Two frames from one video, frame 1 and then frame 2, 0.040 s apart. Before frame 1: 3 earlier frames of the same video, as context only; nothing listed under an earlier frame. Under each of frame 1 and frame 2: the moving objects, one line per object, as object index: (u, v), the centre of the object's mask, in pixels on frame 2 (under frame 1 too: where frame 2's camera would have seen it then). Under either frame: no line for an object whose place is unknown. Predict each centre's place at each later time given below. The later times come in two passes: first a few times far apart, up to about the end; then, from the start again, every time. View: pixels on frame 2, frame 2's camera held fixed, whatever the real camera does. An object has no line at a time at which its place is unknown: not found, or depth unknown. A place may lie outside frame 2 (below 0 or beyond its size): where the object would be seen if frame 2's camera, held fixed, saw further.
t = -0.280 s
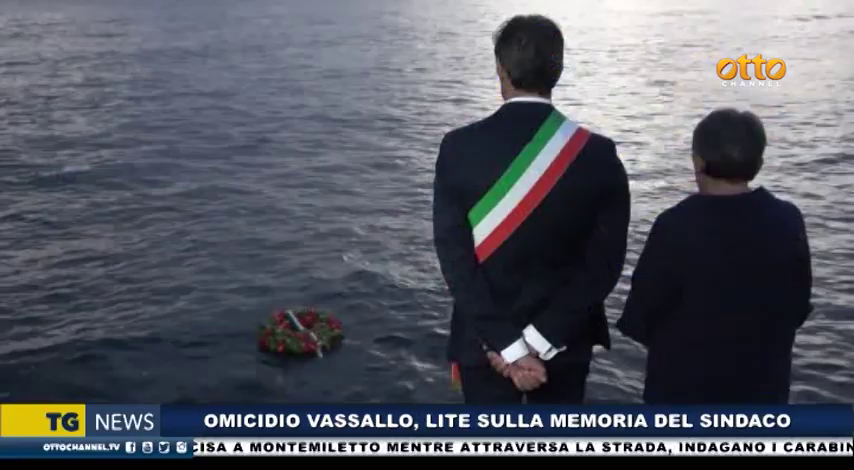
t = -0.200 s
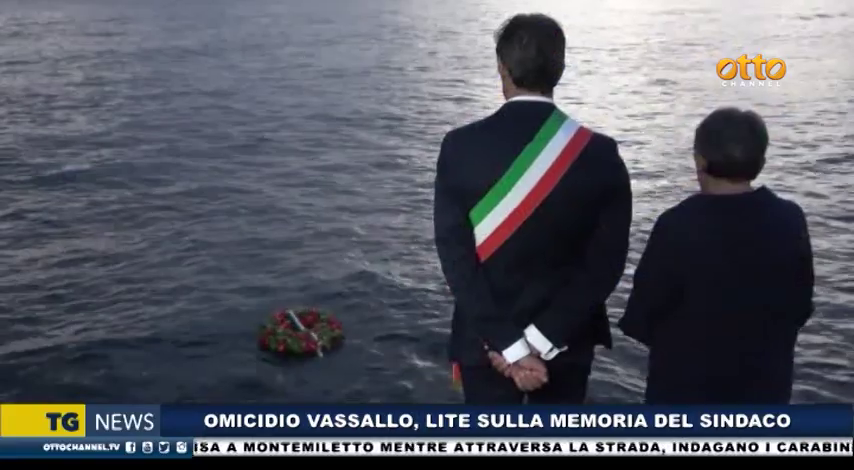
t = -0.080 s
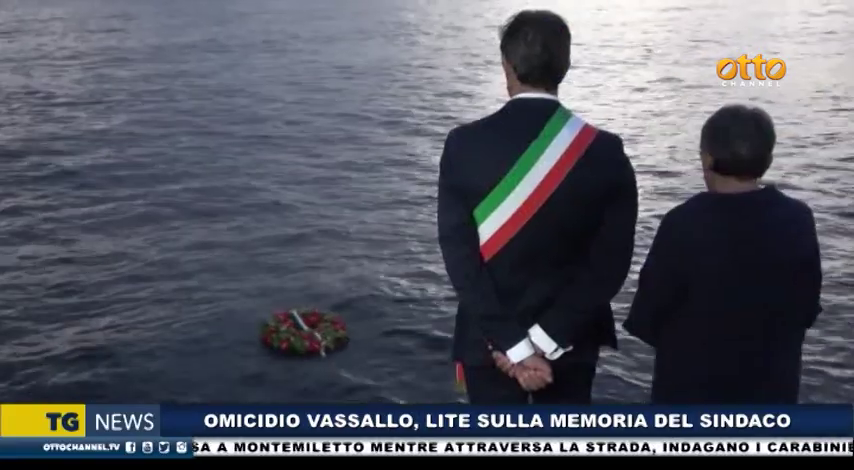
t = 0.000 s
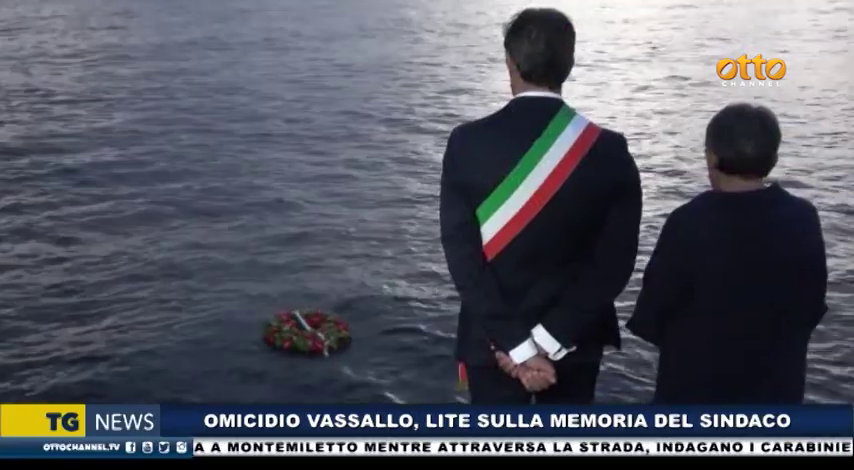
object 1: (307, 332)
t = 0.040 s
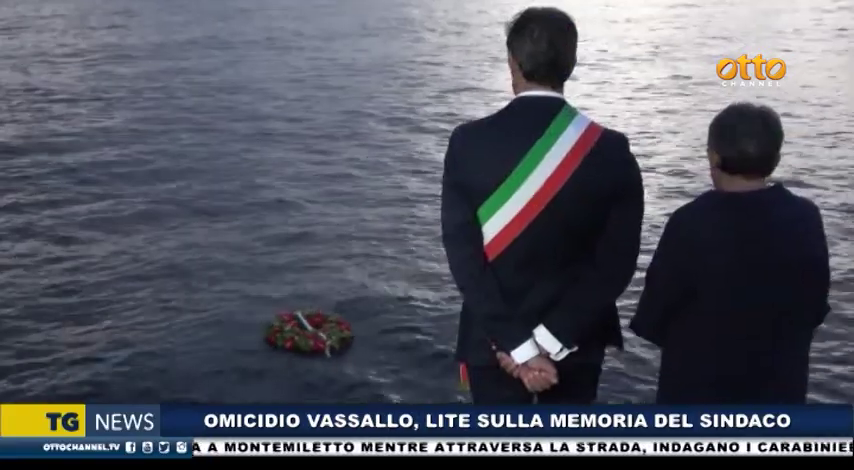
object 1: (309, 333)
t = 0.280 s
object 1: (319, 335)
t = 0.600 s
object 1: (330, 343)
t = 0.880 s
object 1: (336, 353)
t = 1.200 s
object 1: (343, 355)
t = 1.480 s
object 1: (348, 350)
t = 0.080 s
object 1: (311, 333)
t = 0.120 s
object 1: (312, 333)
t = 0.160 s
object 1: (315, 334)
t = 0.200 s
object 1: (316, 334)
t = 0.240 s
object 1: (317, 335)
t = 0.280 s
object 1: (319, 335)
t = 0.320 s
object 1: (321, 335)
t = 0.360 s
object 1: (322, 336)
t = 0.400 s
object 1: (323, 337)
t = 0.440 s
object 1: (324, 339)
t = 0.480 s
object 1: (325, 340)
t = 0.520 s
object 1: (326, 341)
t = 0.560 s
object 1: (328, 342)
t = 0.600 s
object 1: (330, 343)
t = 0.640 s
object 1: (331, 344)
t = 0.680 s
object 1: (332, 346)
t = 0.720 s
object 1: (333, 347)
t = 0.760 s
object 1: (334, 348)
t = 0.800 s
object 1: (335, 349)
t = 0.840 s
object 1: (336, 351)
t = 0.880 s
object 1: (336, 353)
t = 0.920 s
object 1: (337, 354)
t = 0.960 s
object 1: (337, 354)
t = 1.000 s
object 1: (338, 354)
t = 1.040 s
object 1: (340, 356)
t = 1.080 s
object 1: (341, 356)
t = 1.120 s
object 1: (342, 356)
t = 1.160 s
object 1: (343, 356)
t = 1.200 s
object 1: (343, 355)
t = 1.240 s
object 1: (343, 355)
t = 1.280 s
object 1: (344, 354)
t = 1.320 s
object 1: (344, 354)
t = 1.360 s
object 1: (345, 353)
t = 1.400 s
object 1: (346, 352)
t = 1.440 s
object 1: (347, 351)
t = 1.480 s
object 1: (348, 350)
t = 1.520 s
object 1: (349, 349)
